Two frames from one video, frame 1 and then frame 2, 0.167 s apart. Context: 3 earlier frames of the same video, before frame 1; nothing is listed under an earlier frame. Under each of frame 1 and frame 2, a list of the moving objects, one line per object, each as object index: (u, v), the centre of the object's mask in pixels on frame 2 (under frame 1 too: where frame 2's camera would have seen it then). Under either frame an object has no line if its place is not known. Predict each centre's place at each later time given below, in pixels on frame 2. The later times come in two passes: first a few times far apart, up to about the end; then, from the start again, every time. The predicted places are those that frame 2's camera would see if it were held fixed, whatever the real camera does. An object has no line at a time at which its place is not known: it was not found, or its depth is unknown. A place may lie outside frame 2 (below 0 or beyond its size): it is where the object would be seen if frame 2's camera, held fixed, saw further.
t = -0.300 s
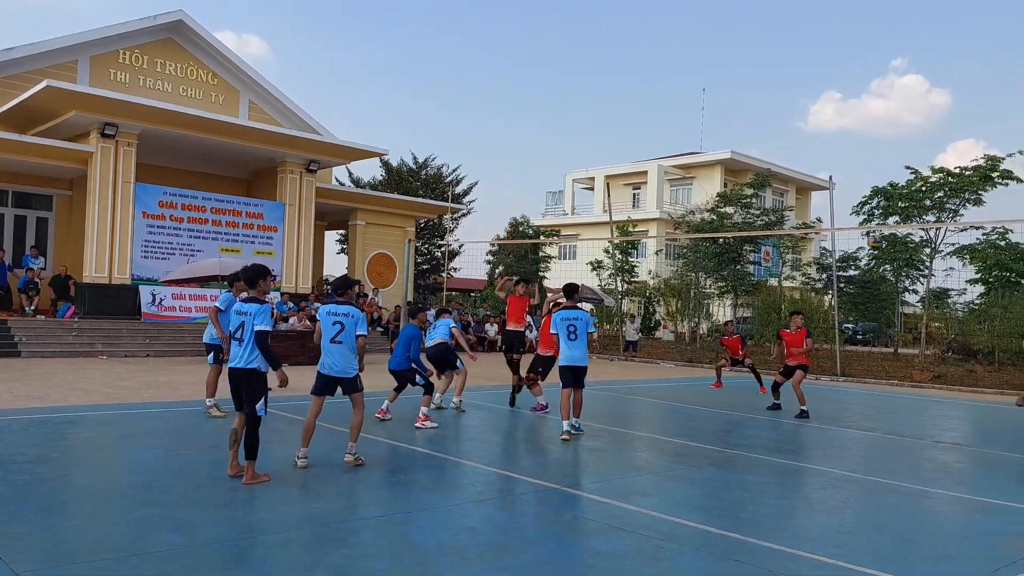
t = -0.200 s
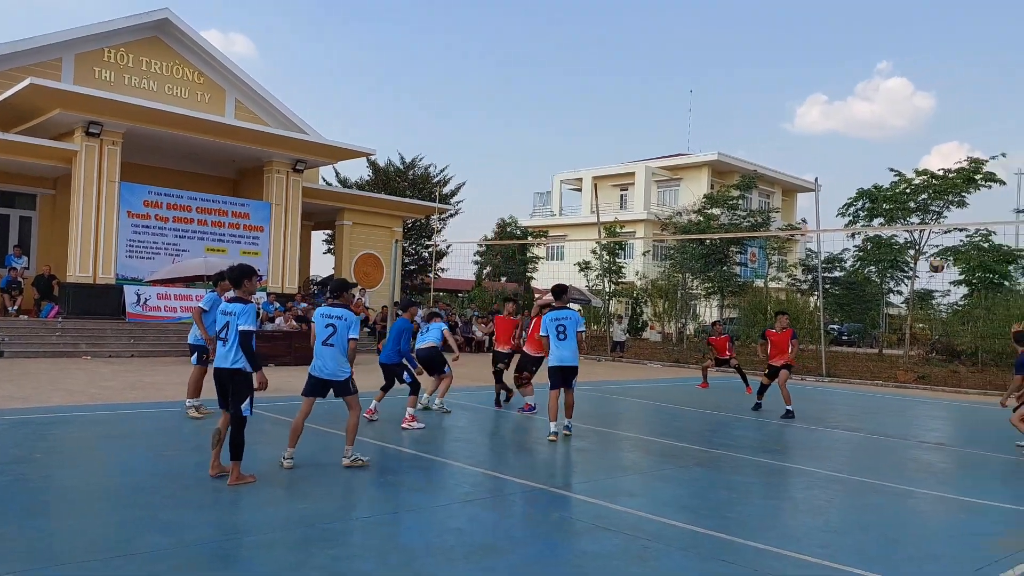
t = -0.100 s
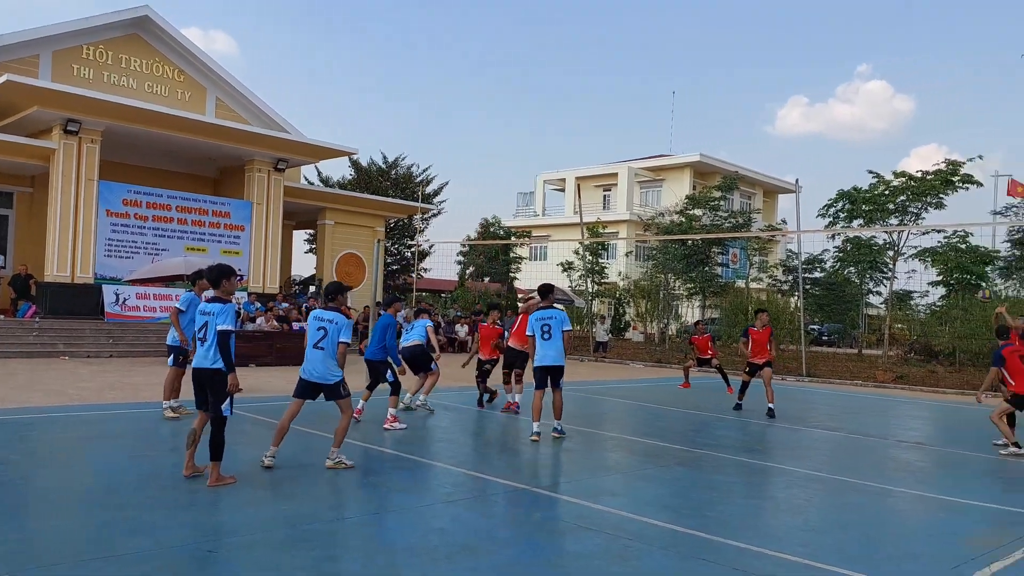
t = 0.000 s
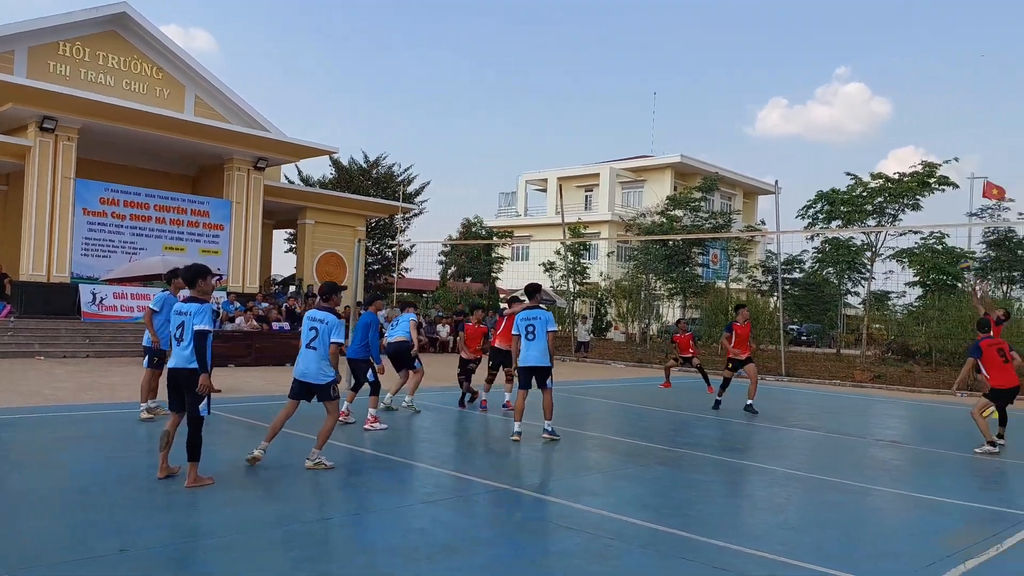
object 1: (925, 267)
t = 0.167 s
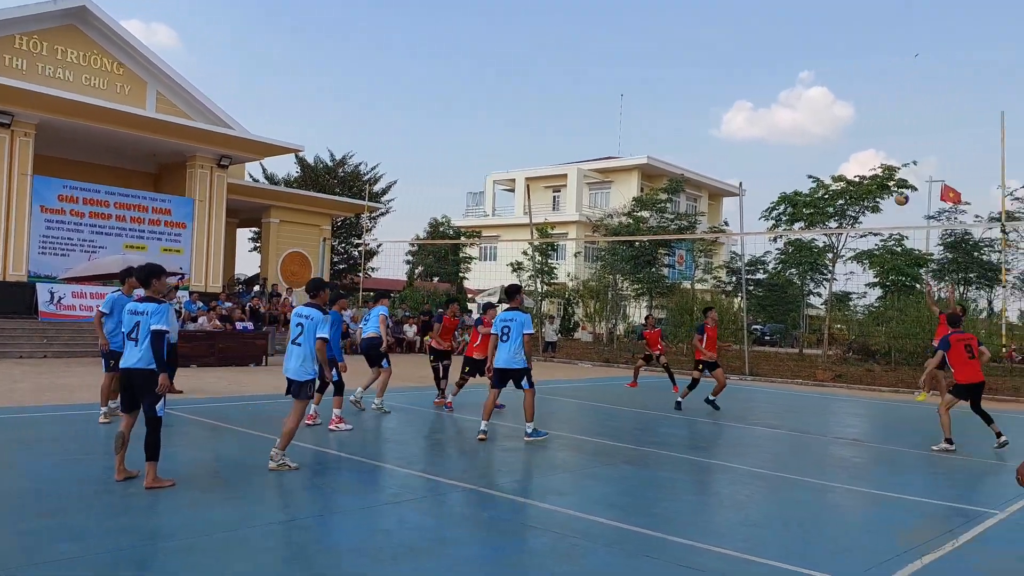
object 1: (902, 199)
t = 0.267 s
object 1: (888, 167)
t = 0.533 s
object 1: (852, 111)
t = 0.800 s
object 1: (817, 99)
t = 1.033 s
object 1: (787, 124)
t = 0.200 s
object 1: (897, 188)
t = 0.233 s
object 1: (891, 175)
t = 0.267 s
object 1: (888, 167)
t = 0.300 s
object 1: (883, 158)
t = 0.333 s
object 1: (878, 149)
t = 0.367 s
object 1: (874, 141)
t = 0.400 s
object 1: (869, 134)
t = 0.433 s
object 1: (865, 127)
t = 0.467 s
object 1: (861, 121)
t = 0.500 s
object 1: (856, 115)
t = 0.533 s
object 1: (852, 111)
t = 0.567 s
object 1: (848, 107)
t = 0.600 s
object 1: (844, 104)
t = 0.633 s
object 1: (839, 102)
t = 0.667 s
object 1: (835, 100)
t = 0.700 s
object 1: (831, 98)
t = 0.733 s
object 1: (826, 98)
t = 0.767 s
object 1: (822, 98)
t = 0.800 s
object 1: (817, 99)
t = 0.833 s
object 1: (813, 100)
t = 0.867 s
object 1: (808, 103)
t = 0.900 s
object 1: (804, 106)
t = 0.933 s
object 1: (800, 109)
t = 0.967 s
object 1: (796, 113)
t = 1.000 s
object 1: (791, 119)
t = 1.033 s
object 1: (787, 124)
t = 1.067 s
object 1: (783, 130)
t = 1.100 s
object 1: (778, 137)
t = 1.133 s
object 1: (774, 145)
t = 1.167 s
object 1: (769, 153)
